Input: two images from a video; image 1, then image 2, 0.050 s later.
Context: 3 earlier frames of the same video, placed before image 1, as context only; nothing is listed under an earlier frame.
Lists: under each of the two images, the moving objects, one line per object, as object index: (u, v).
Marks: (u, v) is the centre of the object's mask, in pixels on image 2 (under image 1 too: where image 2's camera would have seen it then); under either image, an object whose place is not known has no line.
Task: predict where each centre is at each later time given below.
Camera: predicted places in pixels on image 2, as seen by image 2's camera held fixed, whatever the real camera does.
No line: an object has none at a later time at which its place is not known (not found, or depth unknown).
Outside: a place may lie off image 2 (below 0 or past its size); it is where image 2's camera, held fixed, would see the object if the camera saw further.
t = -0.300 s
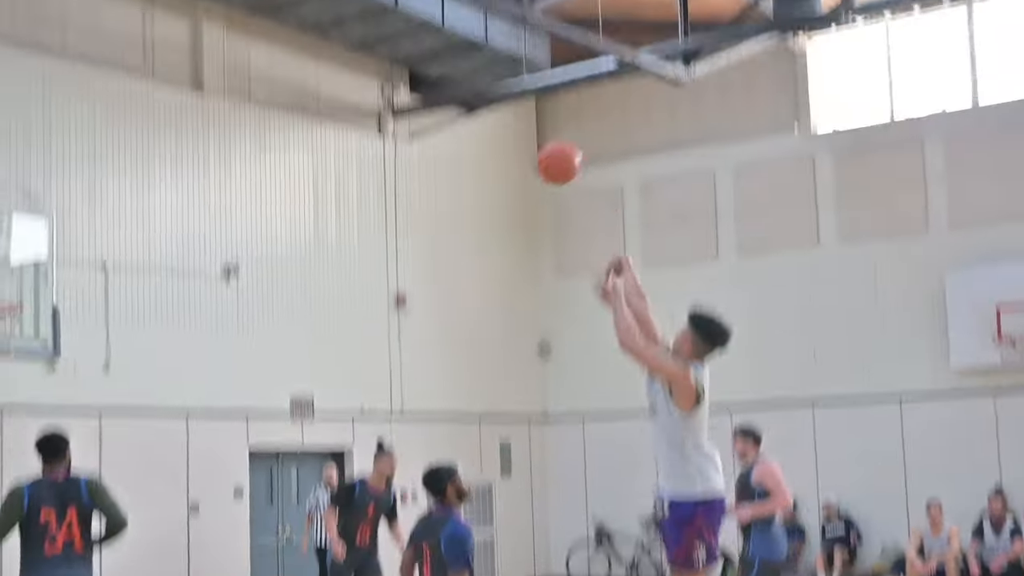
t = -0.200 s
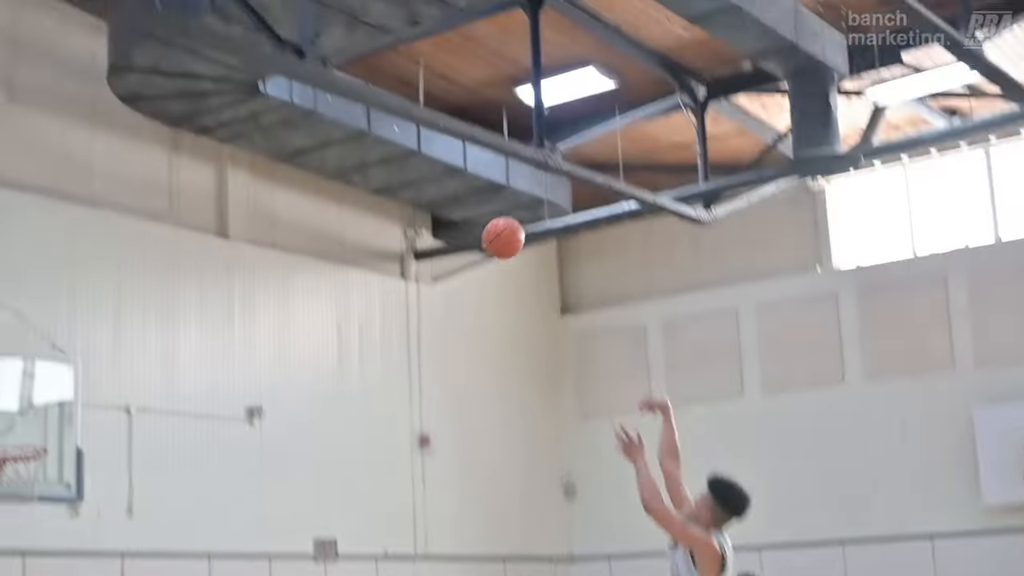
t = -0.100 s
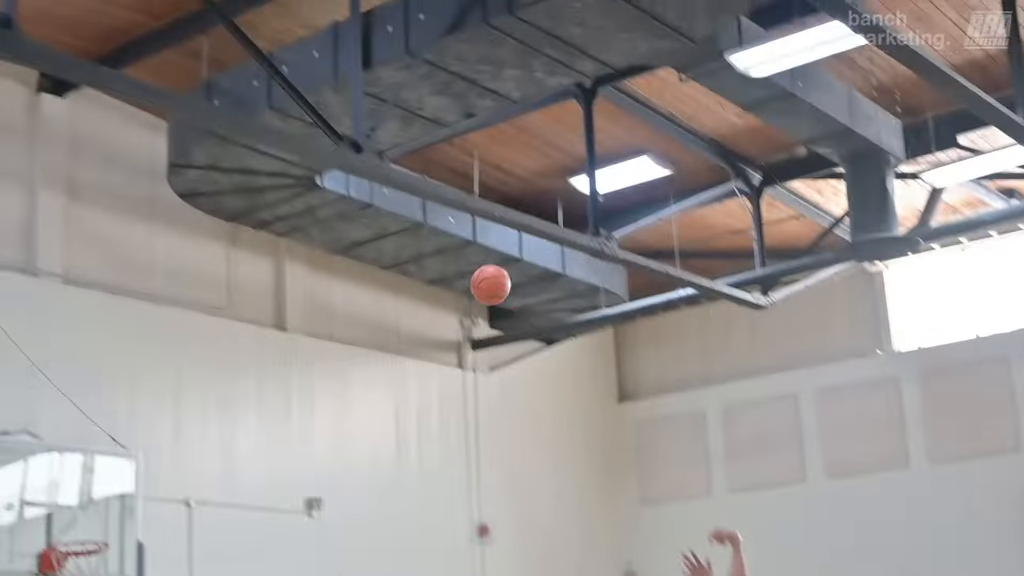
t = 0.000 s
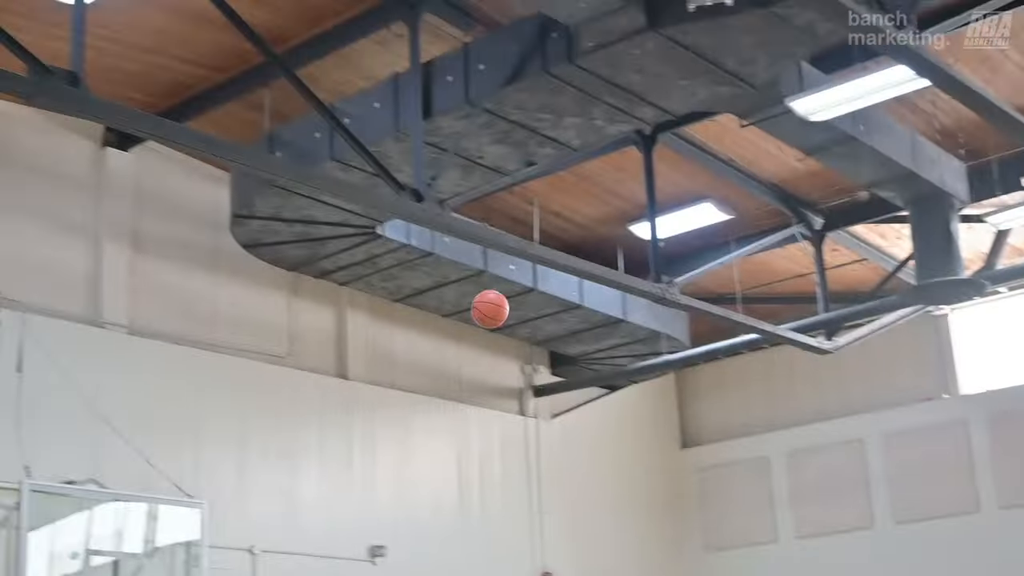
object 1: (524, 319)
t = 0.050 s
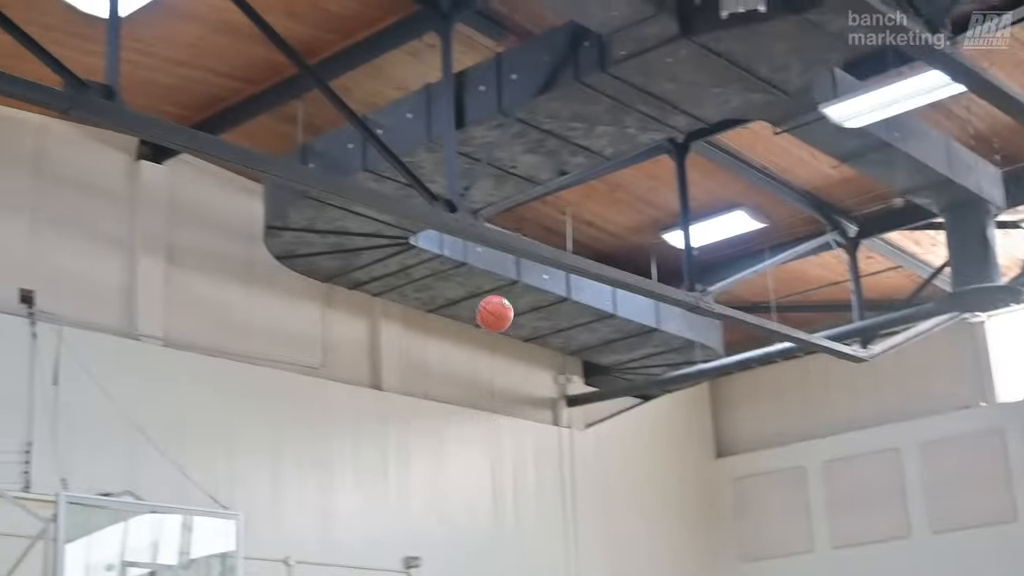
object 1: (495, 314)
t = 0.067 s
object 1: (486, 313)
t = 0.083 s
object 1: (477, 312)
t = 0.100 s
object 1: (468, 312)
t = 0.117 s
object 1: (459, 313)
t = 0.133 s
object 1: (450, 313)
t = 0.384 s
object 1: (338, 364)
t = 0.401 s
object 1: (331, 370)
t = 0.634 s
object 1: (242, 479)
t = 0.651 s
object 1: (236, 488)
